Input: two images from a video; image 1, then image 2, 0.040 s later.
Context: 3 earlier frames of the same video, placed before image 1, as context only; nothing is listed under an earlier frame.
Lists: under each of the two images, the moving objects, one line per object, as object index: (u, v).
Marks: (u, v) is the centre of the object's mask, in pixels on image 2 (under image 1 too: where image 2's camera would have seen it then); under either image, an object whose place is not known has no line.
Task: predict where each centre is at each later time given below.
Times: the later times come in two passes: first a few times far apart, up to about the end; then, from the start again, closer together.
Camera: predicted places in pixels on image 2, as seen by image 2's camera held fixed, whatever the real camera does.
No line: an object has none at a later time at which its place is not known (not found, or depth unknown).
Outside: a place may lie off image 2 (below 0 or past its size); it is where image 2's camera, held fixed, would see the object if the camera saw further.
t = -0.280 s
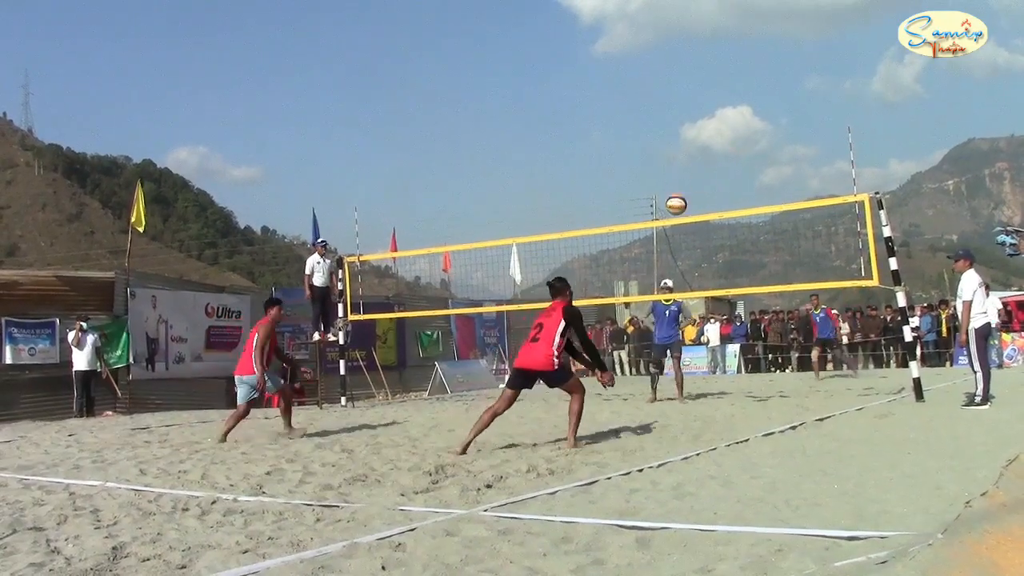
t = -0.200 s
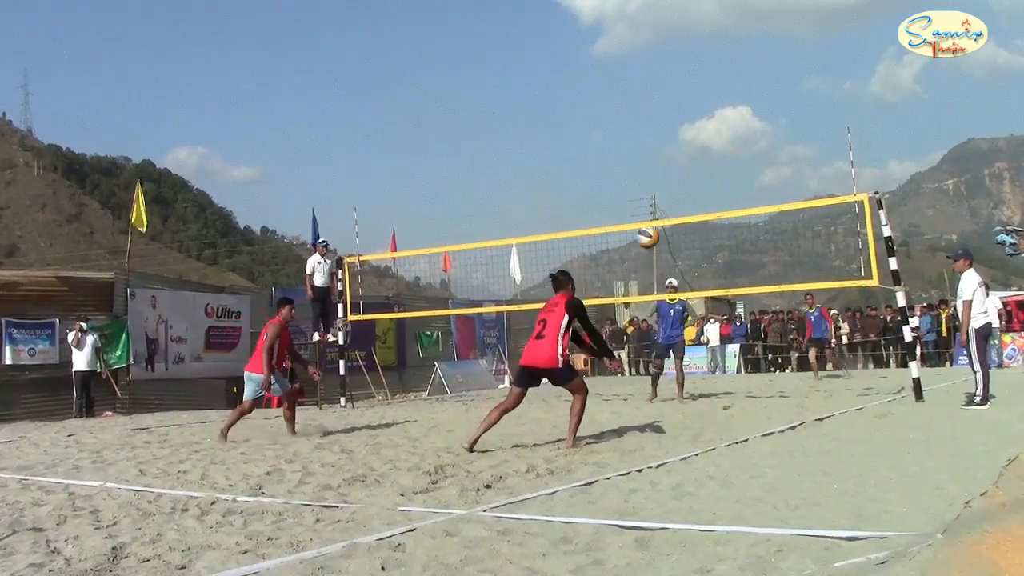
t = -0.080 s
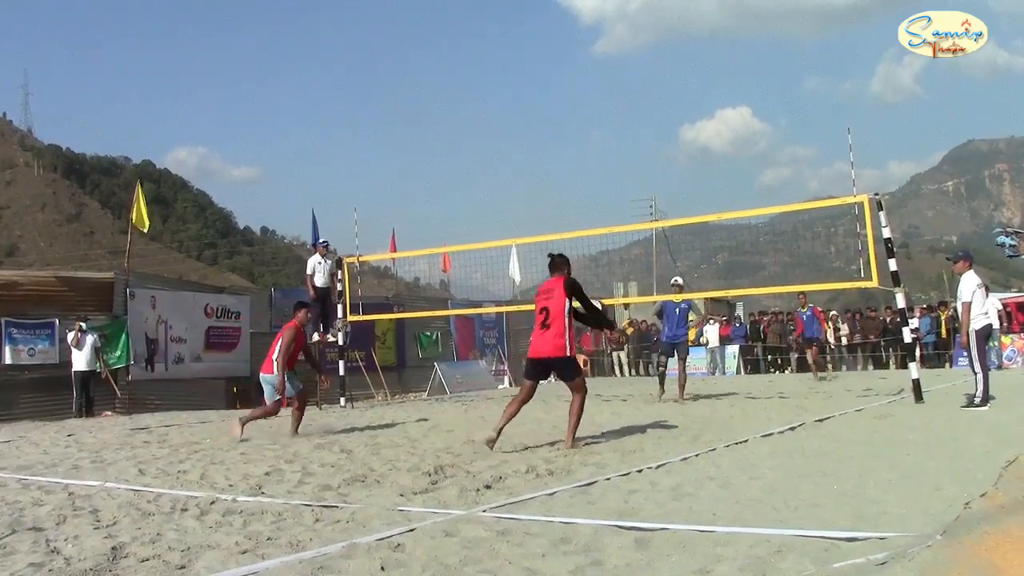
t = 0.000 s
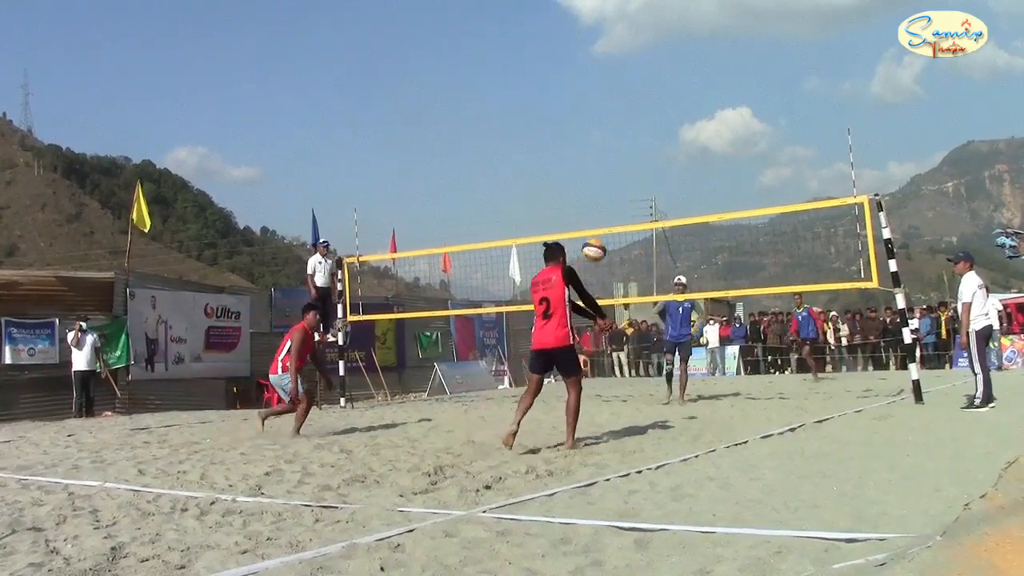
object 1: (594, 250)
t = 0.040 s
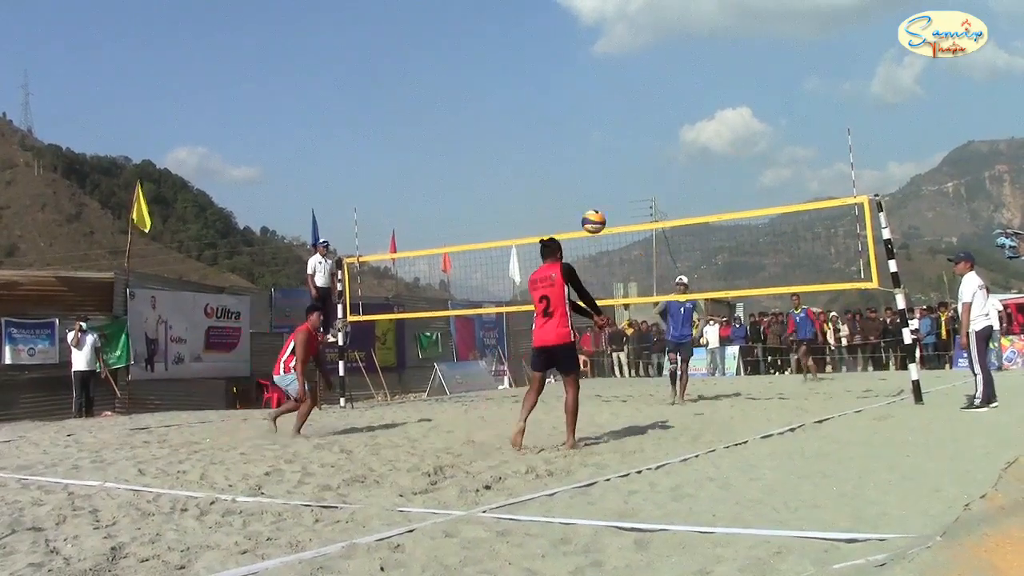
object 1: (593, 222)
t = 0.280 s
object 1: (593, 98)
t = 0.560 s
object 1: (593, 45)
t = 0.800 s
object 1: (596, 60)
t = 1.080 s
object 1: (600, 137)
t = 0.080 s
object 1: (593, 195)
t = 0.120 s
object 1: (593, 171)
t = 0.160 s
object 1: (593, 149)
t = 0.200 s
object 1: (593, 130)
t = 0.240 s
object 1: (593, 112)
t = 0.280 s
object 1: (593, 98)
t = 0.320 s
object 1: (593, 85)
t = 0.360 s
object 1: (593, 75)
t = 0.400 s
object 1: (593, 65)
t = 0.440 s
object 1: (593, 57)
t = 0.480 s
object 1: (593, 52)
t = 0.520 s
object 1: (593, 47)
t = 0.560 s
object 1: (593, 45)
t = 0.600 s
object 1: (594, 44)
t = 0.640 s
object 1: (594, 44)
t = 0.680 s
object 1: (594, 46)
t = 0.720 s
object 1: (595, 49)
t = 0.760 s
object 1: (596, 54)
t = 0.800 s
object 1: (596, 60)
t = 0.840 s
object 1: (597, 67)
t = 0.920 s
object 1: (598, 86)
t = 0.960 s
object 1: (598, 97)
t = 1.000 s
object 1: (600, 109)
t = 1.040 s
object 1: (600, 122)
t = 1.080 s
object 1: (600, 137)
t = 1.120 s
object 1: (602, 152)
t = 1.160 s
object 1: (603, 169)
